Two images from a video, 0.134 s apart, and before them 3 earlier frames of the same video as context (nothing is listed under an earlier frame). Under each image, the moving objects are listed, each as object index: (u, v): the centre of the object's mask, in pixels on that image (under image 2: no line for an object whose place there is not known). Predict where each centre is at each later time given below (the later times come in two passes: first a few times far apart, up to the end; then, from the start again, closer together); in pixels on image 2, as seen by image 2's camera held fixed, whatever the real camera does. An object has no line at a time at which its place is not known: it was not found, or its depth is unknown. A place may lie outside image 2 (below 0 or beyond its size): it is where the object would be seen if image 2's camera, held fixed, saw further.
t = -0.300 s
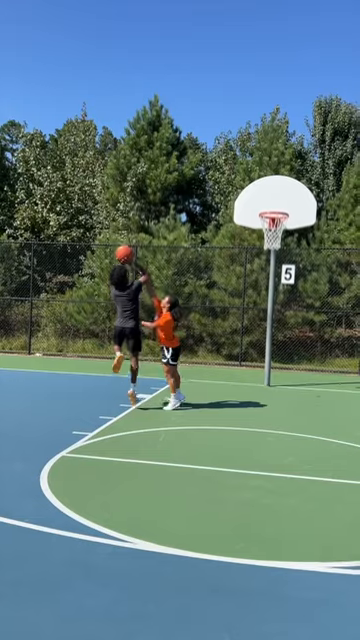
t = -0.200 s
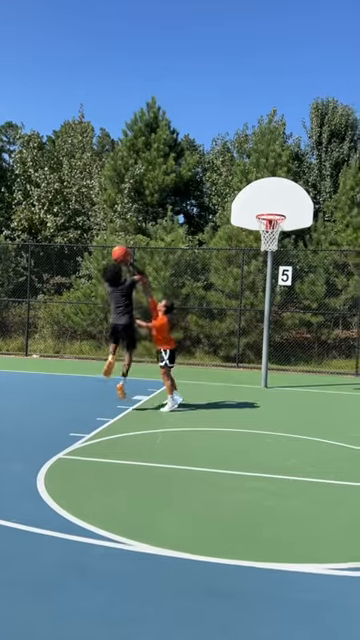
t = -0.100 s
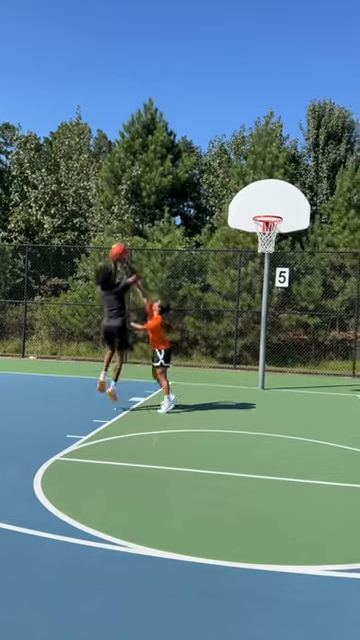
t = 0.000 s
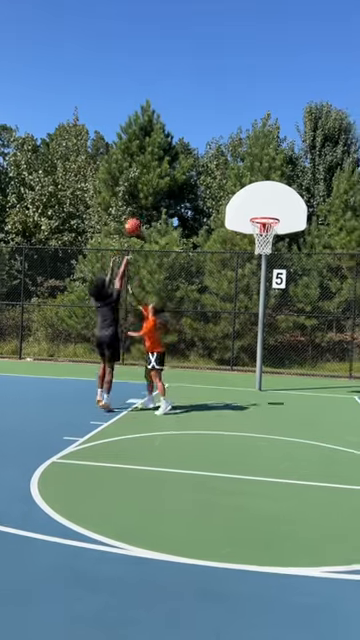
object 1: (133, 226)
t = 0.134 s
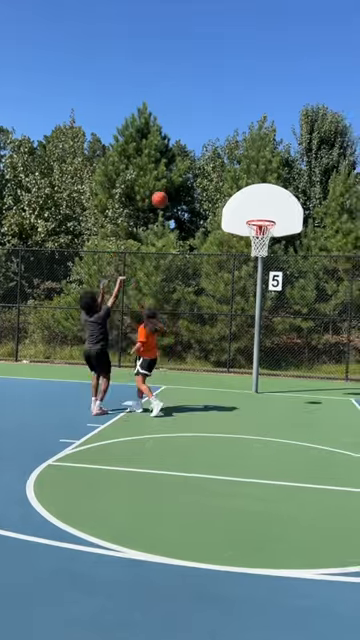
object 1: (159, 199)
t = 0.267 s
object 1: (186, 182)
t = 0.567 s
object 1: (238, 189)
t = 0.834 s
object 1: (266, 221)
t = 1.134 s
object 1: (245, 238)
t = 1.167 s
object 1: (245, 238)
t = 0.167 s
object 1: (166, 194)
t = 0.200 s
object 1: (173, 190)
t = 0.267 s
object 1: (186, 182)
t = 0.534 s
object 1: (232, 186)
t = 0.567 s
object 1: (238, 189)
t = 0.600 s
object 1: (243, 193)
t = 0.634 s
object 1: (248, 197)
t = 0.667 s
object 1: (253, 202)
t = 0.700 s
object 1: (256, 205)
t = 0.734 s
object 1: (259, 208)
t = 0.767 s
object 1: (261, 213)
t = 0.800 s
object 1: (263, 217)
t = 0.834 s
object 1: (266, 221)
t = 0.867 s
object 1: (261, 224)
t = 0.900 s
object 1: (256, 231)
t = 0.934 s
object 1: (253, 233)
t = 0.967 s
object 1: (251, 233)
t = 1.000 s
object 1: (246, 235)
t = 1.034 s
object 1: (245, 237)
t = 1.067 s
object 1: (244, 238)
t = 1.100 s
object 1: (244, 238)
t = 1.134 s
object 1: (245, 238)
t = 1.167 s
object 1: (245, 238)
